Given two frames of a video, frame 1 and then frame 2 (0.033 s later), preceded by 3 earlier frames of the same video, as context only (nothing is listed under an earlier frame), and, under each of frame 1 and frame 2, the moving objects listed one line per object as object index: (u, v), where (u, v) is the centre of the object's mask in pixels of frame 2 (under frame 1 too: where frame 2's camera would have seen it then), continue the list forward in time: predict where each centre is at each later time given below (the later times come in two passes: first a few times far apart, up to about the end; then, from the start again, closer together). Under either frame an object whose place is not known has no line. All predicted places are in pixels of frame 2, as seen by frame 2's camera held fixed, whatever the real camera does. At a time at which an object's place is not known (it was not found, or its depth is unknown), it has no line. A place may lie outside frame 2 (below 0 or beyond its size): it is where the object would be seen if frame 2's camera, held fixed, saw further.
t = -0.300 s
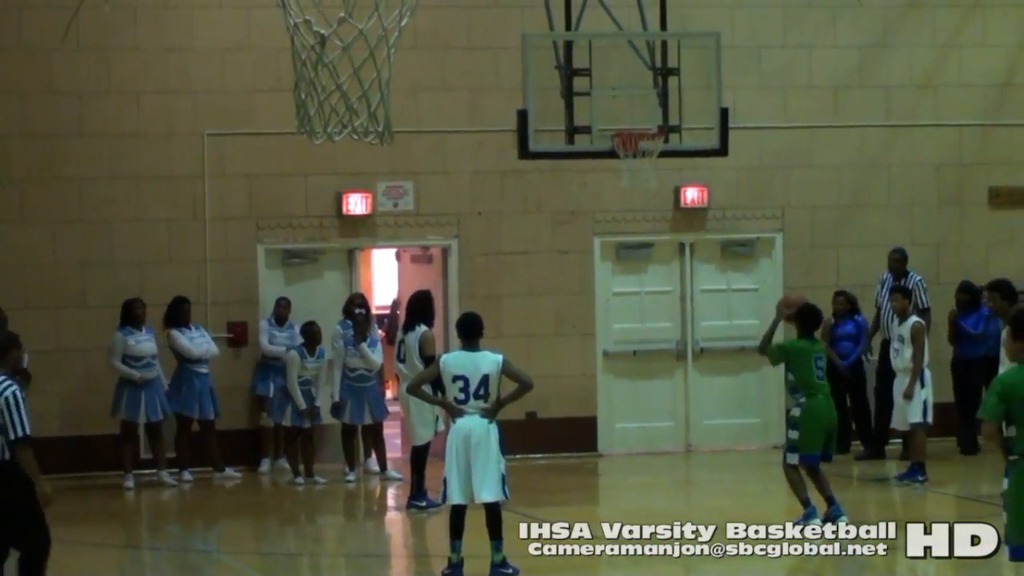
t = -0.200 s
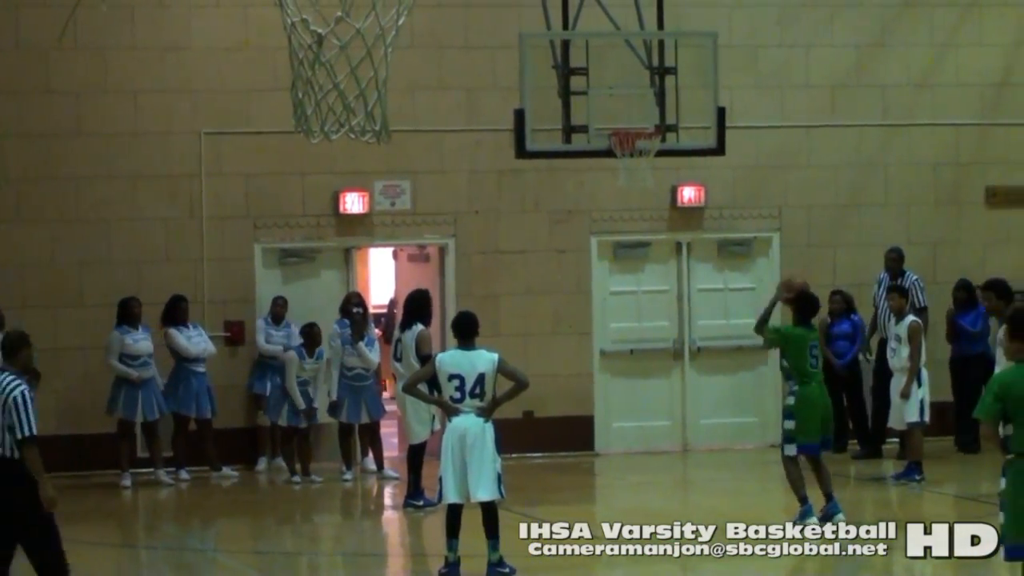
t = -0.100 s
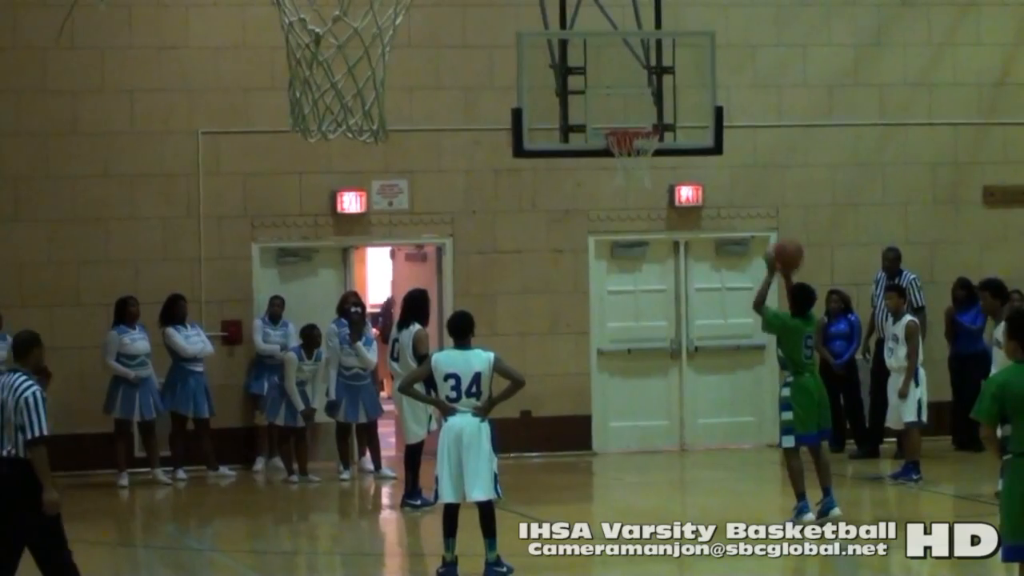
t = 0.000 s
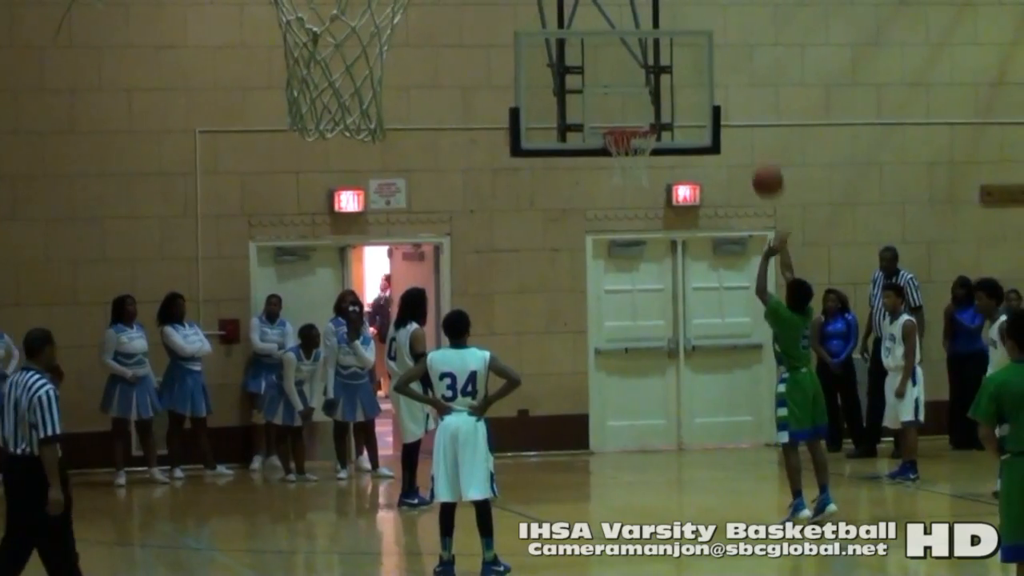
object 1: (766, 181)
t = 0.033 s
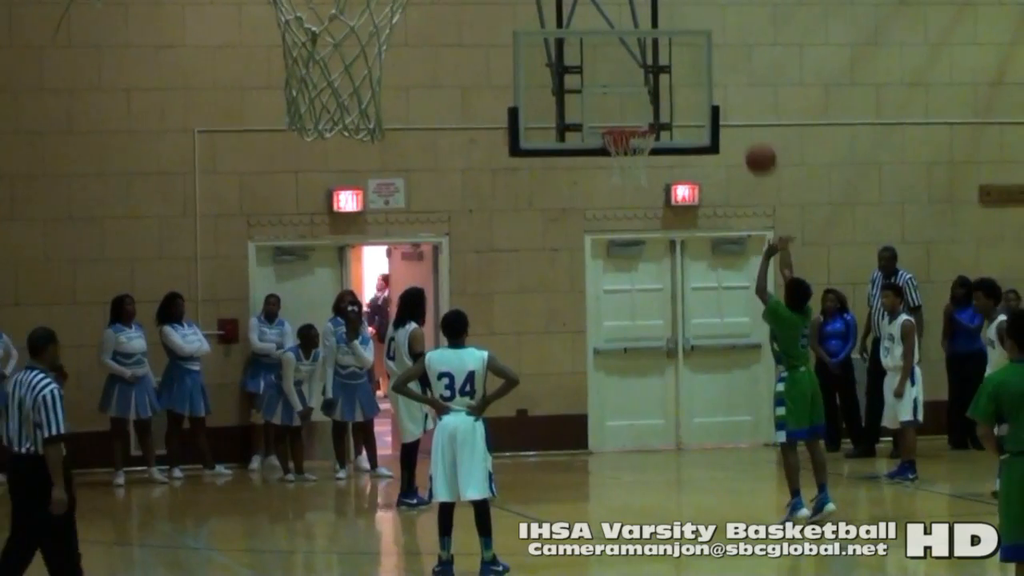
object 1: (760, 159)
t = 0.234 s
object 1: (728, 59)
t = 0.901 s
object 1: (637, 91)
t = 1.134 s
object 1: (625, 99)
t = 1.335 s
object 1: (620, 111)
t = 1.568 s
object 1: (636, 150)
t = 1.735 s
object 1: (636, 201)
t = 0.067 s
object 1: (755, 139)
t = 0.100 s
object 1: (749, 119)
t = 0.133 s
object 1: (743, 102)
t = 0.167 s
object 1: (738, 87)
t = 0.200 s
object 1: (733, 72)
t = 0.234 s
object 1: (728, 59)
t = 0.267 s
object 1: (723, 49)
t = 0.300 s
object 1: (718, 39)
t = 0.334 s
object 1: (713, 31)
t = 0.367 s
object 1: (709, 23)
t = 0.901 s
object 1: (637, 91)
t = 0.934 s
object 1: (633, 105)
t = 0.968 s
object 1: (630, 118)
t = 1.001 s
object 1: (629, 112)
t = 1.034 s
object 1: (628, 107)
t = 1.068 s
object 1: (627, 103)
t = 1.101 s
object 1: (626, 100)
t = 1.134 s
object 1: (625, 99)
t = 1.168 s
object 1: (624, 98)
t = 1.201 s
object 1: (622, 99)
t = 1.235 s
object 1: (622, 100)
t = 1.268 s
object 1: (620, 104)
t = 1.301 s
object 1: (620, 108)
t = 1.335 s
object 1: (620, 111)
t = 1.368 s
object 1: (621, 113)
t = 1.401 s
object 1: (623, 117)
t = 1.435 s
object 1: (624, 120)
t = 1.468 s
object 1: (626, 123)
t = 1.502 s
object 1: (627, 130)
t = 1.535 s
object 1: (634, 139)
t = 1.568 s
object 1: (636, 150)
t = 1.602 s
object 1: (635, 165)
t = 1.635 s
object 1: (632, 171)
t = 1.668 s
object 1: (633, 179)
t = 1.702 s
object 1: (634, 189)
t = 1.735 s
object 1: (636, 201)
